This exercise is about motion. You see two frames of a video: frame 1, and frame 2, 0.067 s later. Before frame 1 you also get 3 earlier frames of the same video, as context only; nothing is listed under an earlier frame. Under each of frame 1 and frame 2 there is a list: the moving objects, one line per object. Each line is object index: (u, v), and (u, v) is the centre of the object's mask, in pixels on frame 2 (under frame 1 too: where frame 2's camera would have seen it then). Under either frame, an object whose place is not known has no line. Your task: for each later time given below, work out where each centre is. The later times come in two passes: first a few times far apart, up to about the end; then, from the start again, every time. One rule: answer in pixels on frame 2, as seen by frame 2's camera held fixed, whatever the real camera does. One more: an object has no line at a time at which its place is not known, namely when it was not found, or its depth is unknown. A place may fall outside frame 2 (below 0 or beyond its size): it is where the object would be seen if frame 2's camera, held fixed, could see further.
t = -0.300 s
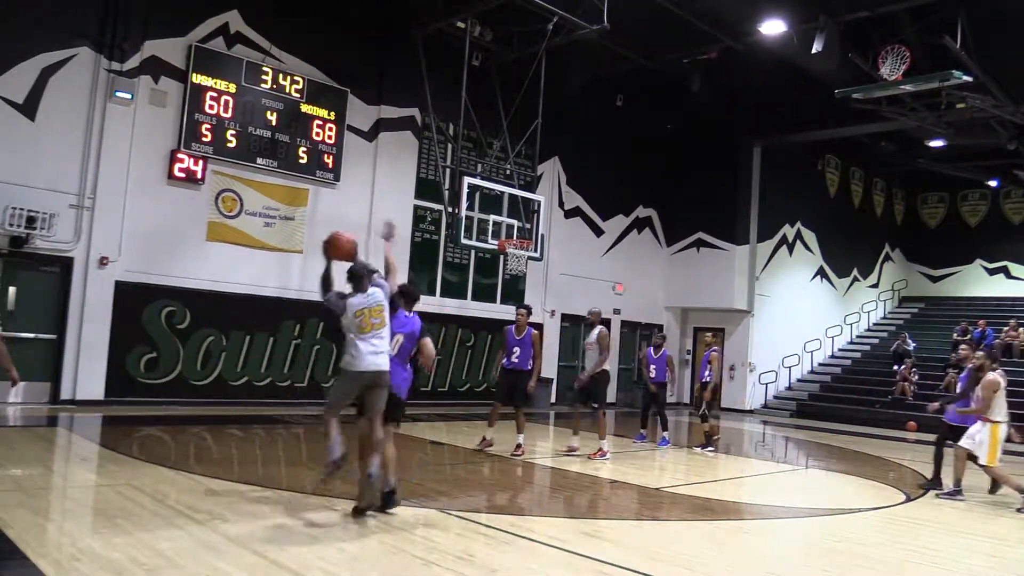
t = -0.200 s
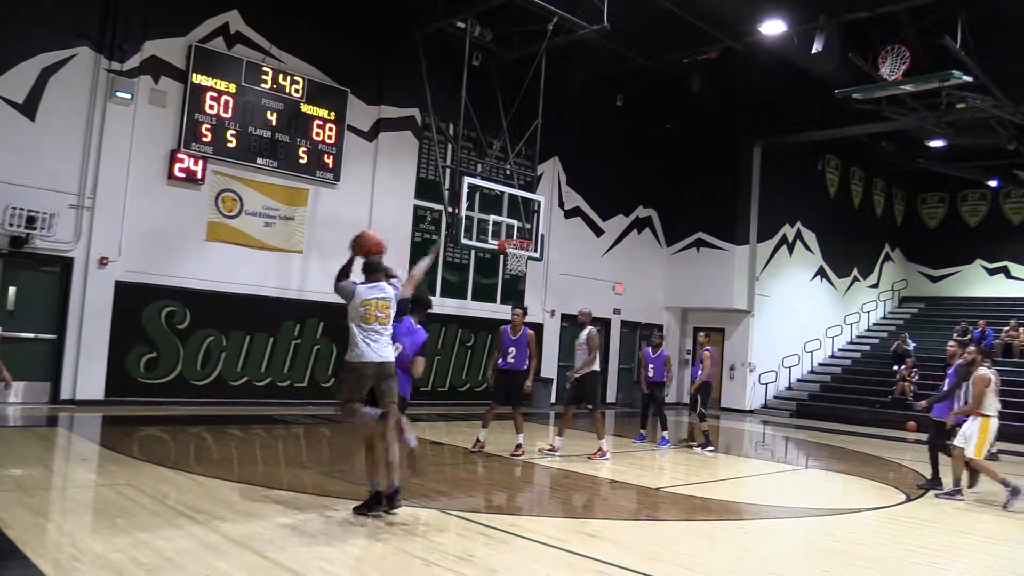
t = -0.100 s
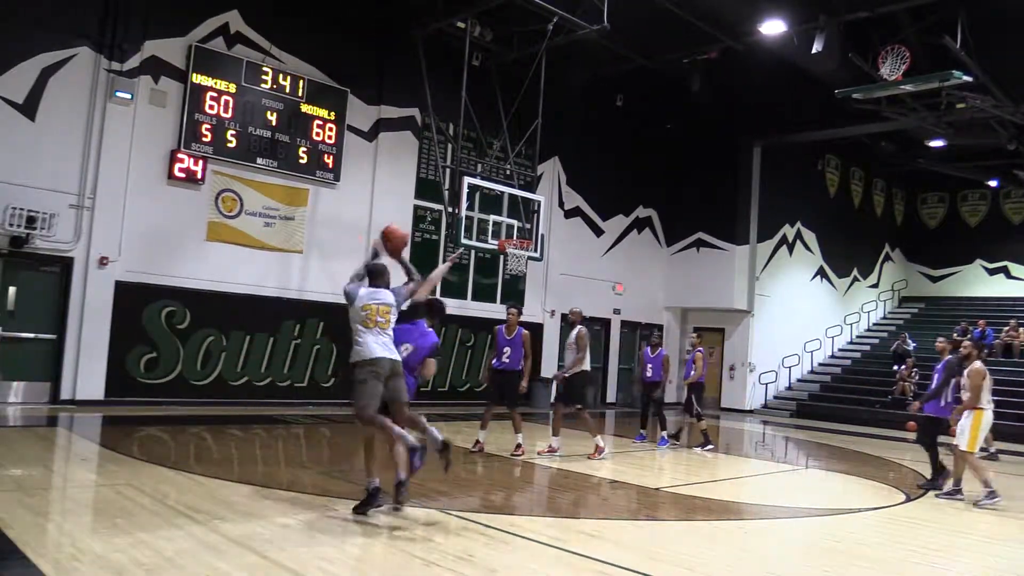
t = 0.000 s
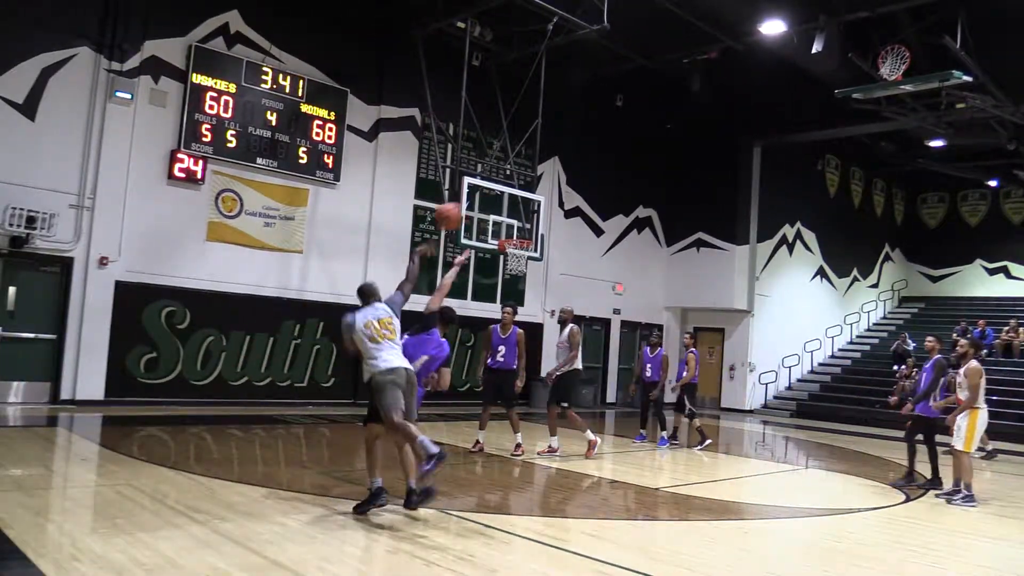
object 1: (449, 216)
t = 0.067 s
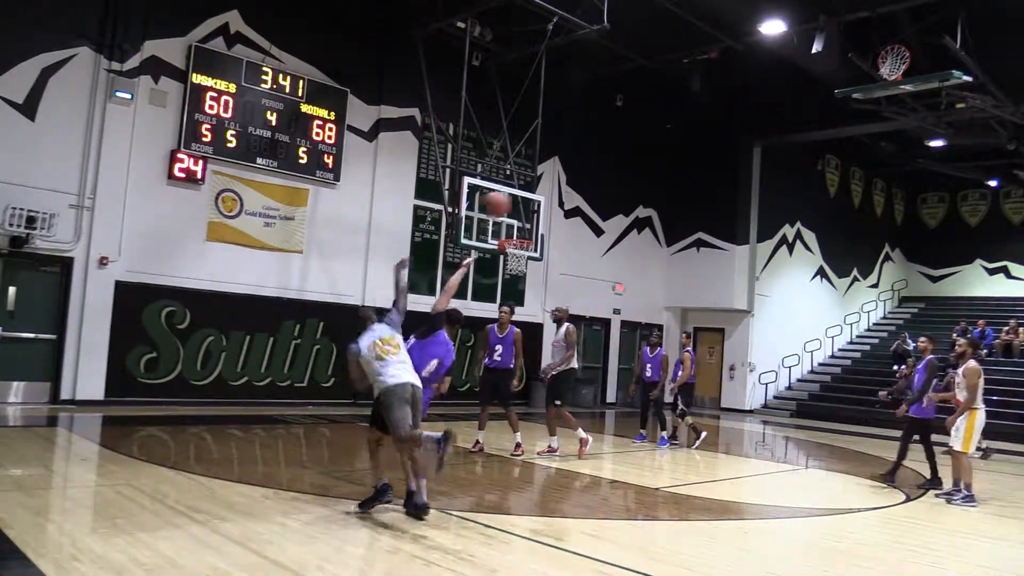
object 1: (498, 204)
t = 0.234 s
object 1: (608, 198)
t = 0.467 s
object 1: (739, 233)
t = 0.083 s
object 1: (509, 203)
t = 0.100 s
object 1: (521, 201)
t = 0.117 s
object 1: (533, 199)
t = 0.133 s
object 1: (543, 198)
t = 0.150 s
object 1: (554, 198)
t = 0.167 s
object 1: (564, 196)
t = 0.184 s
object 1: (577, 196)
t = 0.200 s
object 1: (588, 195)
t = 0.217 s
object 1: (598, 196)
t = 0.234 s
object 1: (608, 198)
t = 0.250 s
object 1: (618, 199)
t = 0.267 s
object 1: (627, 199)
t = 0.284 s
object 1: (637, 200)
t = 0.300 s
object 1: (648, 202)
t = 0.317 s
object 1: (658, 204)
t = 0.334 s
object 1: (668, 206)
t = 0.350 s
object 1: (677, 209)
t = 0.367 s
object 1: (687, 212)
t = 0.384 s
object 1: (696, 215)
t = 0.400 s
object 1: (705, 219)
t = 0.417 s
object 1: (714, 222)
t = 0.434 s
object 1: (723, 226)
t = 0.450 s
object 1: (732, 230)
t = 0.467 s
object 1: (739, 233)
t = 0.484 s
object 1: (750, 237)
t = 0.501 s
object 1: (758, 242)
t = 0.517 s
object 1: (767, 247)
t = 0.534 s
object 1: (776, 253)
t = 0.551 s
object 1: (783, 258)
